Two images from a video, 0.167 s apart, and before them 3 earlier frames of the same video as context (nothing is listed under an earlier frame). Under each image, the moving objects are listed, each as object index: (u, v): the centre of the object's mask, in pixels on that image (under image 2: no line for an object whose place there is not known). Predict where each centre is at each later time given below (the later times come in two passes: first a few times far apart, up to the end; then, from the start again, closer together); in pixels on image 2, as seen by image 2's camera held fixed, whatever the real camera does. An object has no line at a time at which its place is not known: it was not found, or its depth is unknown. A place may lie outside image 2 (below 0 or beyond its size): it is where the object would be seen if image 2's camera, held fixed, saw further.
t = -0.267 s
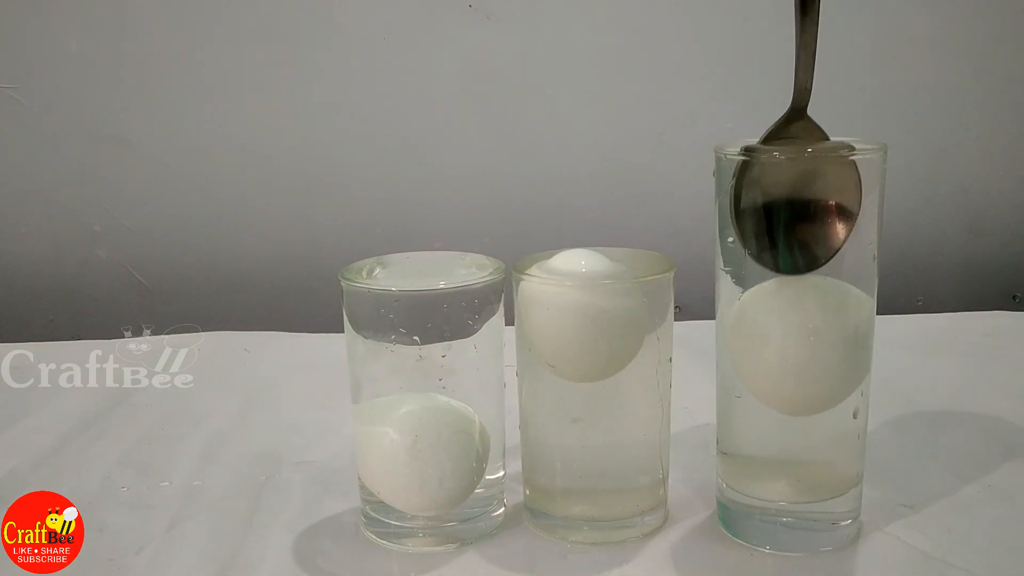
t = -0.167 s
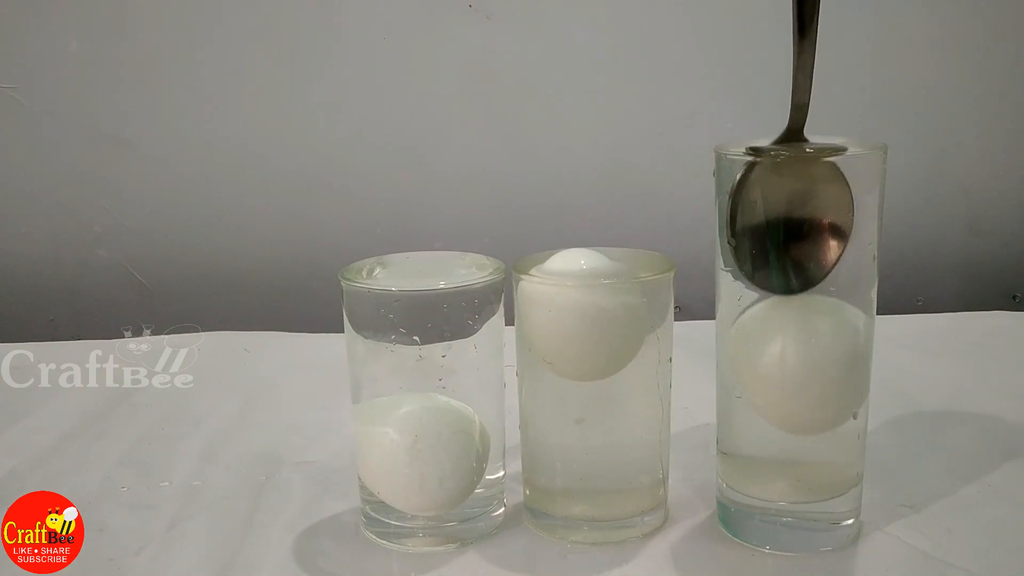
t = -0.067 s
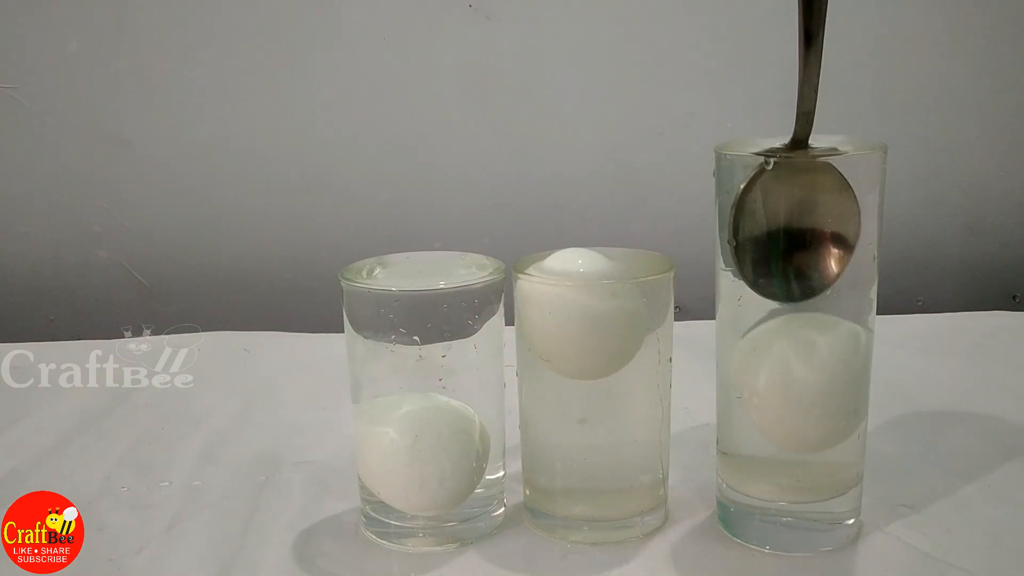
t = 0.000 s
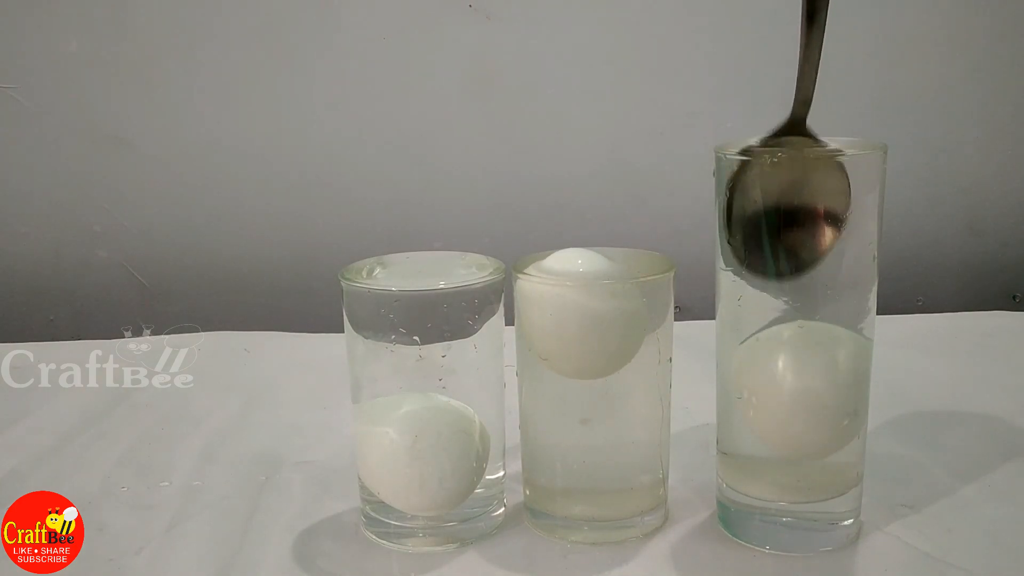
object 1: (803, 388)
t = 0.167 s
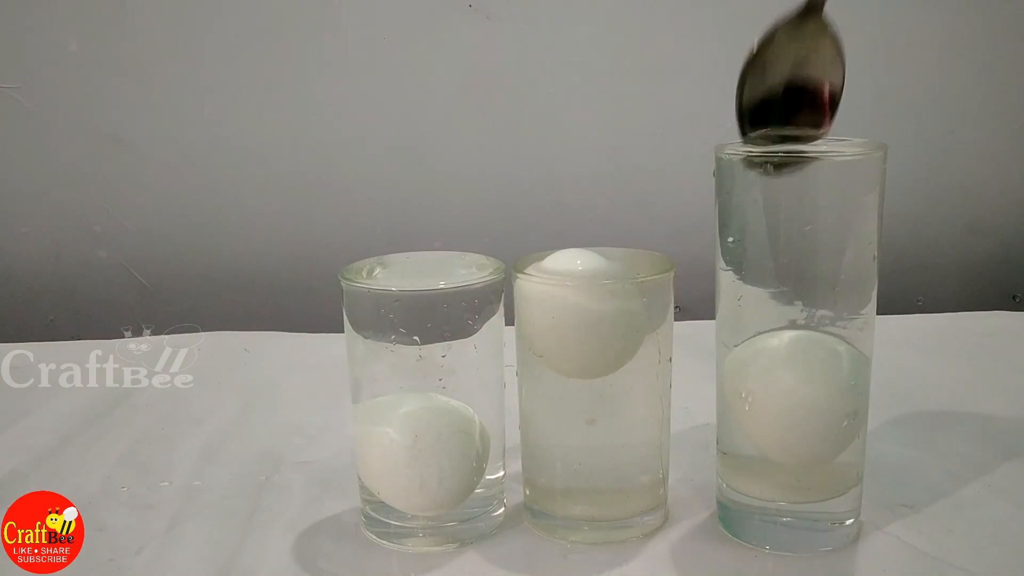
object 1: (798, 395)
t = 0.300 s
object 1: (794, 392)
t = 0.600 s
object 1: (792, 367)
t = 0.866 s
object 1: (789, 332)
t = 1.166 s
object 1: (787, 305)
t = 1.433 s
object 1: (784, 304)
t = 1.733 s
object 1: (780, 321)
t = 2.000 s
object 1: (780, 338)
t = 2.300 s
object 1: (783, 345)
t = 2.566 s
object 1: (783, 339)
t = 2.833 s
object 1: (783, 325)
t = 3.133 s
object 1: (783, 314)
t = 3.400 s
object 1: (783, 316)
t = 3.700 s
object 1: (782, 328)
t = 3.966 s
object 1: (783, 336)
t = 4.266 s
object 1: (785, 336)
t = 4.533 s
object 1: (786, 329)
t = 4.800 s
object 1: (787, 321)
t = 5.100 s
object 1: (788, 319)
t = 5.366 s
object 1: (788, 324)
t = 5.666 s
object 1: (786, 332)
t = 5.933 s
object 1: (786, 335)
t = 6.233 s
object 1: (784, 332)
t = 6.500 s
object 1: (783, 327)
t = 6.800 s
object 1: (782, 322)
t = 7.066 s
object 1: (783, 323)
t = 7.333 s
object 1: (784, 327)
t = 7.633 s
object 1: (786, 332)
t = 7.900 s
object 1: (788, 333)
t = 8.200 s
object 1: (788, 330)
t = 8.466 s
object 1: (788, 326)
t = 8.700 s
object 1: (788, 324)
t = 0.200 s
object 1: (797, 395)
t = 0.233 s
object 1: (796, 395)
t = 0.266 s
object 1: (795, 394)
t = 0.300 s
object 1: (794, 392)
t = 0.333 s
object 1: (793, 391)
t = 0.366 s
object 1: (793, 389)
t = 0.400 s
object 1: (792, 386)
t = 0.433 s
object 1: (792, 384)
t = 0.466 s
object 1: (792, 381)
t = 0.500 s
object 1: (792, 378)
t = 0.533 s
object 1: (792, 374)
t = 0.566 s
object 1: (792, 371)
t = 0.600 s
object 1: (792, 367)
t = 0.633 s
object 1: (792, 363)
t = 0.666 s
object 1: (791, 359)
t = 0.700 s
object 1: (791, 354)
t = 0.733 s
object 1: (791, 349)
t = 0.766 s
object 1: (791, 345)
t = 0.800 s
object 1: (791, 340)
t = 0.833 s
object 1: (790, 336)
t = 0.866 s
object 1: (789, 332)
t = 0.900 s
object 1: (789, 328)
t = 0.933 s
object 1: (789, 324)
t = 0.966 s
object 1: (788, 320)
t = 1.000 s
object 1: (788, 317)
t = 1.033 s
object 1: (788, 314)
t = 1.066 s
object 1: (788, 311)
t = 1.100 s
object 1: (787, 309)
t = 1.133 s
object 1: (787, 307)
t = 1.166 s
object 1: (787, 305)
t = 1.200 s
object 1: (786, 304)
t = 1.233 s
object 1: (786, 303)
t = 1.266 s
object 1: (786, 302)
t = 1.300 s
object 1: (785, 302)
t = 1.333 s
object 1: (785, 302)
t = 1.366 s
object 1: (785, 302)
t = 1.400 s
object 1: (784, 303)
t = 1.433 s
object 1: (784, 304)
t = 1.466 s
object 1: (783, 305)
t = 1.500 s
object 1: (783, 306)
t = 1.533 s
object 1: (783, 308)
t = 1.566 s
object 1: (782, 310)
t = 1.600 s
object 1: (782, 312)
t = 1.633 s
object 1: (781, 314)
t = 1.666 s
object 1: (781, 317)
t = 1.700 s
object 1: (780, 319)
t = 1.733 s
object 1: (780, 321)
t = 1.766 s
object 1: (779, 324)
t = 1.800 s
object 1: (779, 326)
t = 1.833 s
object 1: (779, 328)
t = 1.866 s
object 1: (779, 331)
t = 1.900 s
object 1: (779, 333)
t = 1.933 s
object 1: (779, 334)
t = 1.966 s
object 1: (780, 336)
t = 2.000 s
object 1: (780, 338)
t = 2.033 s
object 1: (780, 339)
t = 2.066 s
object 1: (781, 341)
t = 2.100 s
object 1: (781, 342)
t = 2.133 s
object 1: (781, 343)
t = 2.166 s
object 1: (782, 343)
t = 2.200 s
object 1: (782, 344)
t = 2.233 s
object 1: (782, 344)
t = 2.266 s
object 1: (783, 345)
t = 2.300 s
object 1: (783, 345)
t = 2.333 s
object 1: (783, 345)
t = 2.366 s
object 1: (783, 344)
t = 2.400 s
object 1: (783, 344)
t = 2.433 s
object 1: (783, 343)
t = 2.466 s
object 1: (783, 343)
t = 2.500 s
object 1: (783, 341)
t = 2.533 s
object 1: (783, 340)
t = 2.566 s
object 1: (783, 339)
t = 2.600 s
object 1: (784, 338)
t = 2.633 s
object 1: (784, 336)
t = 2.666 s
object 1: (784, 334)
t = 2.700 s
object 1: (783, 333)
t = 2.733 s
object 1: (783, 331)
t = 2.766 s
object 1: (783, 329)
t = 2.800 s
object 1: (783, 327)
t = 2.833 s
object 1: (783, 325)
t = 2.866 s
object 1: (783, 324)
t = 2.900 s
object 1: (783, 322)
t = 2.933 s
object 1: (783, 321)
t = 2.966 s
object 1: (783, 319)
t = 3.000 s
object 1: (783, 318)
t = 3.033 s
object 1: (783, 317)
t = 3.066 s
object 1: (783, 316)
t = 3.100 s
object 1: (783, 315)
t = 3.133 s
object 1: (783, 314)
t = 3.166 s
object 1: (783, 314)
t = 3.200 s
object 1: (783, 314)
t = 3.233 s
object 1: (783, 314)
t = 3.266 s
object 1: (783, 314)
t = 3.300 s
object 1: (783, 314)
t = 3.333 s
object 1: (783, 315)
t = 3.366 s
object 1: (783, 315)
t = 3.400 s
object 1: (783, 316)
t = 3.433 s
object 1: (783, 317)
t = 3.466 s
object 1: (783, 318)
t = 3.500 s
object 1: (782, 319)
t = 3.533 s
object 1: (782, 321)
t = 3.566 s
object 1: (782, 322)
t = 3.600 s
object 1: (782, 323)
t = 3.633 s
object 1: (782, 325)
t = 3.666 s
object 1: (782, 326)
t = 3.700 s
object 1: (782, 328)
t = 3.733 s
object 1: (782, 329)
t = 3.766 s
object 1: (782, 330)
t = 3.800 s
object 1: (782, 332)
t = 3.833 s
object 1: (782, 333)
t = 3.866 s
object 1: (782, 334)
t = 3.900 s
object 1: (782, 335)
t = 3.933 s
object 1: (783, 336)
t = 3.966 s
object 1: (783, 336)
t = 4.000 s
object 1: (783, 337)
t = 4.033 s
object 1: (783, 337)
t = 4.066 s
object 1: (784, 338)
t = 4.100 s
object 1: (784, 338)
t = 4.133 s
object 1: (784, 338)
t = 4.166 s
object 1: (784, 338)
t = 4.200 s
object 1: (784, 337)
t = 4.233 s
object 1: (785, 337)
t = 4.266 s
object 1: (785, 336)
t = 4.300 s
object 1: (785, 336)
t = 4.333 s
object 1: (785, 335)
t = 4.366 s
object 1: (785, 334)
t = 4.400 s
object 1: (785, 333)
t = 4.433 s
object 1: (786, 332)
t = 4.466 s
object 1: (786, 331)
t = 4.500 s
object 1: (786, 330)
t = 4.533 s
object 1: (786, 329)
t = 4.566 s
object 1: (786, 328)
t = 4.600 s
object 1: (786, 327)
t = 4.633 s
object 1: (787, 325)
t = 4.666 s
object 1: (787, 324)
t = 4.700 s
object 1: (787, 323)
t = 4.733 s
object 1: (787, 322)
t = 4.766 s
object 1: (787, 321)
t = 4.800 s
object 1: (787, 321)
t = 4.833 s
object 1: (788, 320)
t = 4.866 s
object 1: (788, 320)
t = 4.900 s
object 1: (788, 319)
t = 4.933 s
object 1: (788, 319)
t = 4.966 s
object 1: (788, 319)
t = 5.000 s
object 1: (788, 319)
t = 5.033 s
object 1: (788, 319)
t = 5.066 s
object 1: (788, 319)
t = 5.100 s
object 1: (788, 319)
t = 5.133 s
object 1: (788, 319)
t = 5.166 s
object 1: (788, 320)
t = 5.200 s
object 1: (788, 321)
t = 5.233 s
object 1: (788, 321)
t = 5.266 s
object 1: (788, 322)
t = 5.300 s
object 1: (788, 323)
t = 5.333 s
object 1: (788, 324)
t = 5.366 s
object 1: (788, 324)
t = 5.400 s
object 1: (788, 325)
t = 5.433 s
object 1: (787, 326)
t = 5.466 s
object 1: (787, 327)
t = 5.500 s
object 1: (787, 328)
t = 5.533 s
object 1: (787, 329)
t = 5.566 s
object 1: (787, 330)
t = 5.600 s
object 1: (787, 330)
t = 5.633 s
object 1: (786, 331)
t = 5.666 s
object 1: (786, 332)
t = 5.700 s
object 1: (786, 333)
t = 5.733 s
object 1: (786, 333)
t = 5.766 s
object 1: (786, 333)
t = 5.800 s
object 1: (786, 334)
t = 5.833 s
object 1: (786, 334)
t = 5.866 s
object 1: (786, 334)
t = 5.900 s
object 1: (786, 334)
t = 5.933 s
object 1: (786, 335)
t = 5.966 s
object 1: (785, 334)
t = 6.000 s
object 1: (785, 334)
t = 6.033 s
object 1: (785, 334)
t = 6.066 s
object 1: (785, 334)
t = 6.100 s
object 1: (785, 334)
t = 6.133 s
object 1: (785, 333)
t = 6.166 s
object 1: (784, 333)
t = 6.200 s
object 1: (784, 333)
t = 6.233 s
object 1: (784, 332)
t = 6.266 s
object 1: (784, 332)
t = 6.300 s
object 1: (784, 331)
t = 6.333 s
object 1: (783, 330)
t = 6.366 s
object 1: (783, 330)
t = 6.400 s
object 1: (783, 329)
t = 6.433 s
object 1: (783, 328)
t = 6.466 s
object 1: (783, 327)
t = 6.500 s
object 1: (783, 327)
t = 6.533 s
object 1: (782, 326)
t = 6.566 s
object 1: (782, 325)
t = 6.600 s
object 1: (782, 325)
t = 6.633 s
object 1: (782, 324)
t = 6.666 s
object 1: (782, 324)
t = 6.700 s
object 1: (782, 323)
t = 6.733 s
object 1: (782, 323)
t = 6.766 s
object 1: (782, 323)
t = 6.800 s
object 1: (782, 322)
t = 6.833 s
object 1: (782, 322)
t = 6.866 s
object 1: (782, 322)
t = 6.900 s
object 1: (782, 322)
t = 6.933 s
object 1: (782, 322)
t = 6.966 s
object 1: (782, 322)
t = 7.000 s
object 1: (783, 322)
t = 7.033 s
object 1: (783, 323)
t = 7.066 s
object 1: (783, 323)
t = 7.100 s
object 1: (783, 323)
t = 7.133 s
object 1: (783, 324)
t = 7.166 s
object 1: (783, 324)
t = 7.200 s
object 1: (783, 325)
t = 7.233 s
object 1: (784, 326)
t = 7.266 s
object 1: (784, 326)
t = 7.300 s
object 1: (784, 327)
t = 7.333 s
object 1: (784, 327)
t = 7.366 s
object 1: (784, 328)
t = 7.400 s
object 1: (785, 329)
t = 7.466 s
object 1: (785, 330)
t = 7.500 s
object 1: (785, 331)
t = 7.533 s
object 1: (785, 331)
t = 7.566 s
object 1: (786, 332)
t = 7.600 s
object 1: (786, 332)
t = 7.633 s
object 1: (786, 332)
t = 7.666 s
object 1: (786, 333)
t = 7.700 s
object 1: (787, 333)
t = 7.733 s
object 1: (787, 333)
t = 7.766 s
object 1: (787, 333)
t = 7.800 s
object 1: (787, 333)
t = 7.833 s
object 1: (787, 333)
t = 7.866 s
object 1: (787, 333)
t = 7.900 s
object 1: (788, 333)
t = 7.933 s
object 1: (788, 333)
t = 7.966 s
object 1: (788, 332)
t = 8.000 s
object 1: (788, 332)
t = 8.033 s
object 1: (788, 332)
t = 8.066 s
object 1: (788, 331)
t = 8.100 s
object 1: (788, 331)
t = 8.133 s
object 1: (788, 331)
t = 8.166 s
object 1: (788, 330)
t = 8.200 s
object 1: (788, 330)
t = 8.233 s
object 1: (788, 329)
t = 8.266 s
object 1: (788, 329)
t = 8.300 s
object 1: (788, 328)
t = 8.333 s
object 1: (788, 328)
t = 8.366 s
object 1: (788, 327)
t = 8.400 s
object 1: (788, 327)
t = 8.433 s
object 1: (788, 326)
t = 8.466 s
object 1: (788, 326)
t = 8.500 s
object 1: (788, 326)
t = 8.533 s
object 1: (788, 325)
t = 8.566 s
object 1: (788, 325)
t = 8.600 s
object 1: (788, 325)
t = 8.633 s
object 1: (788, 325)
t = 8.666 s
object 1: (788, 324)
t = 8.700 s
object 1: (788, 324)
